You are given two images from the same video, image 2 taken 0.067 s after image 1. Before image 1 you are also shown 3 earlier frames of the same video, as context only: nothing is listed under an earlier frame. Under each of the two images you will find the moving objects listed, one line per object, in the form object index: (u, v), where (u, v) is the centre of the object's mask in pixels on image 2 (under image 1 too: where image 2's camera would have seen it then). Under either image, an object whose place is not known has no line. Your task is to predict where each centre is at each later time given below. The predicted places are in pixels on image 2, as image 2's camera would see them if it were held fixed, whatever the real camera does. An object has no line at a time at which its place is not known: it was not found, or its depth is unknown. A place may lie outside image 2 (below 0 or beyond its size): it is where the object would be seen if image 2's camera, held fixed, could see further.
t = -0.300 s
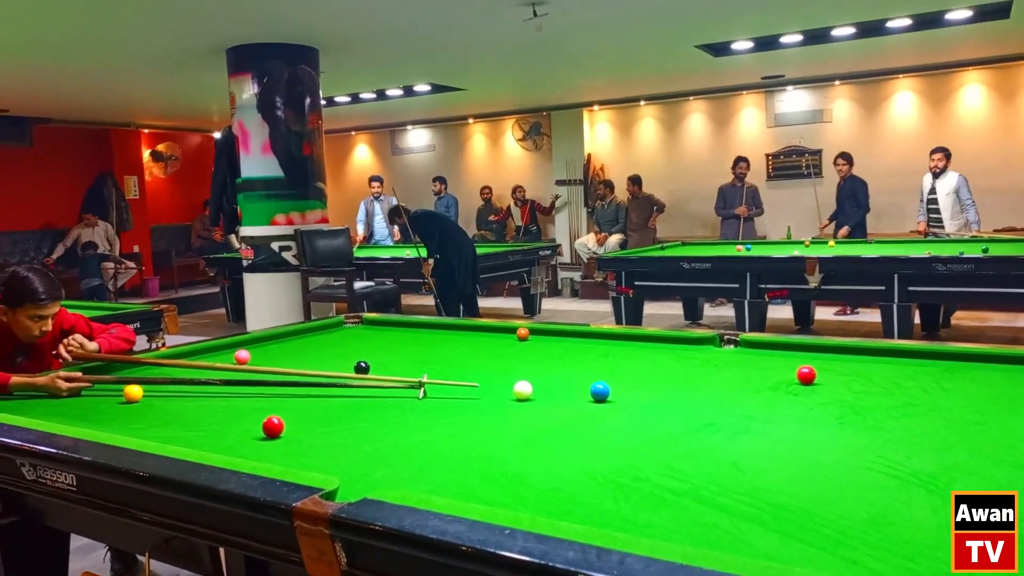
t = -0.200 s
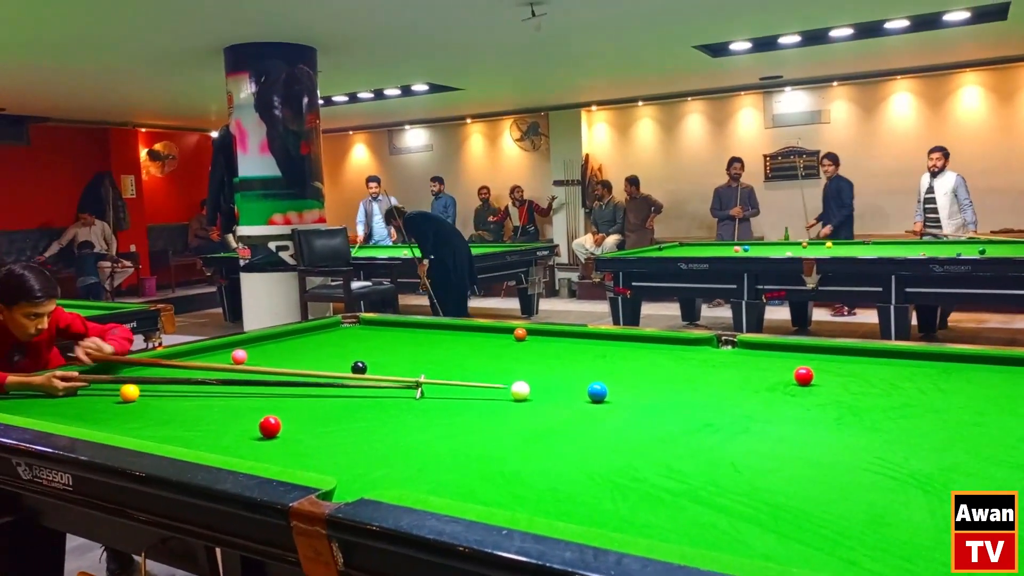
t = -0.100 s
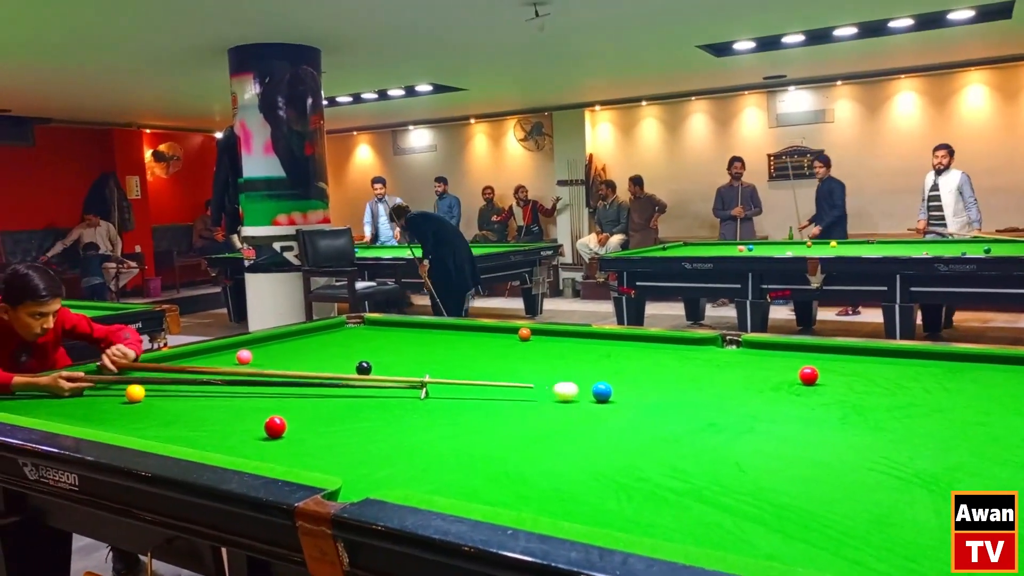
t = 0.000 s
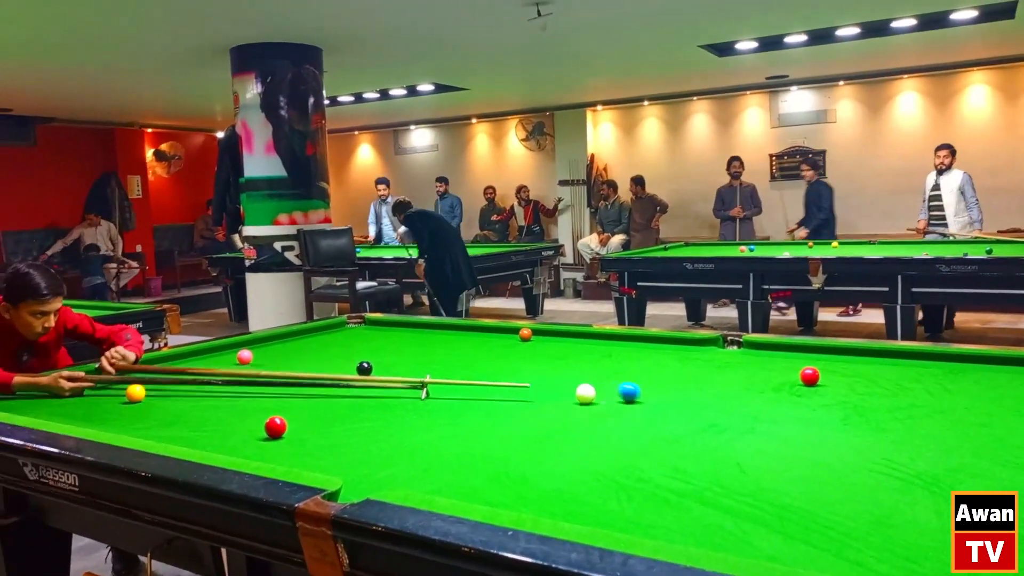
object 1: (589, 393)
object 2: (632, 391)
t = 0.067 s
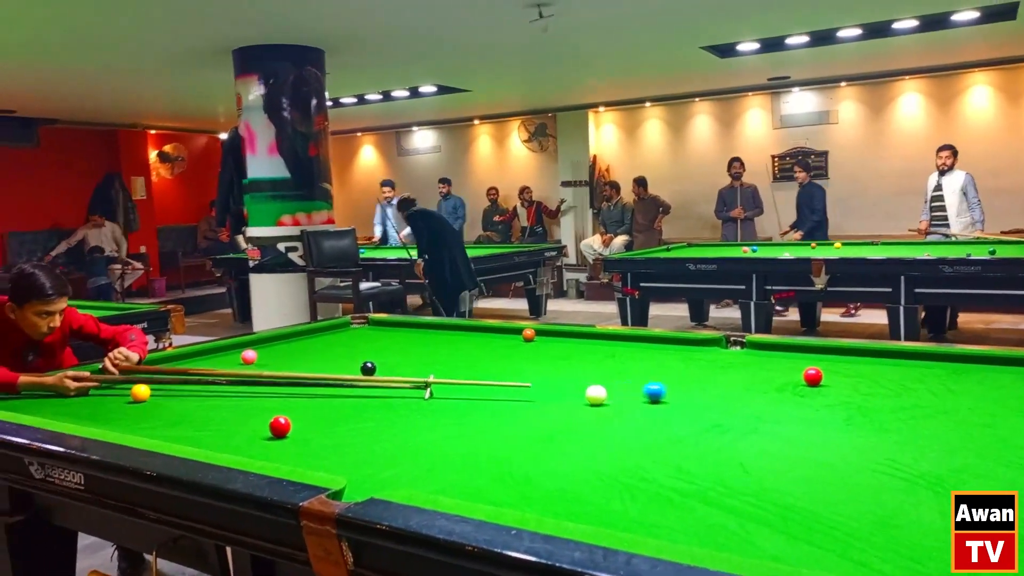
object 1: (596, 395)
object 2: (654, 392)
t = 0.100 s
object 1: (601, 396)
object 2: (666, 393)
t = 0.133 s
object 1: (605, 396)
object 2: (676, 392)
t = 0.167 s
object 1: (608, 396)
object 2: (686, 392)
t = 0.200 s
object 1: (611, 398)
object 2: (696, 392)
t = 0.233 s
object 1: (616, 398)
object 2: (708, 393)
